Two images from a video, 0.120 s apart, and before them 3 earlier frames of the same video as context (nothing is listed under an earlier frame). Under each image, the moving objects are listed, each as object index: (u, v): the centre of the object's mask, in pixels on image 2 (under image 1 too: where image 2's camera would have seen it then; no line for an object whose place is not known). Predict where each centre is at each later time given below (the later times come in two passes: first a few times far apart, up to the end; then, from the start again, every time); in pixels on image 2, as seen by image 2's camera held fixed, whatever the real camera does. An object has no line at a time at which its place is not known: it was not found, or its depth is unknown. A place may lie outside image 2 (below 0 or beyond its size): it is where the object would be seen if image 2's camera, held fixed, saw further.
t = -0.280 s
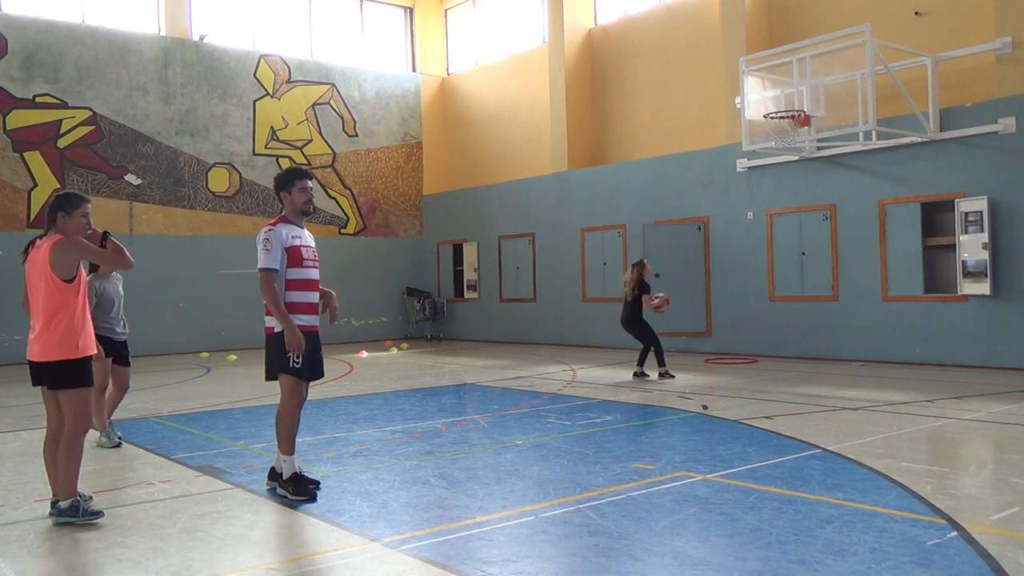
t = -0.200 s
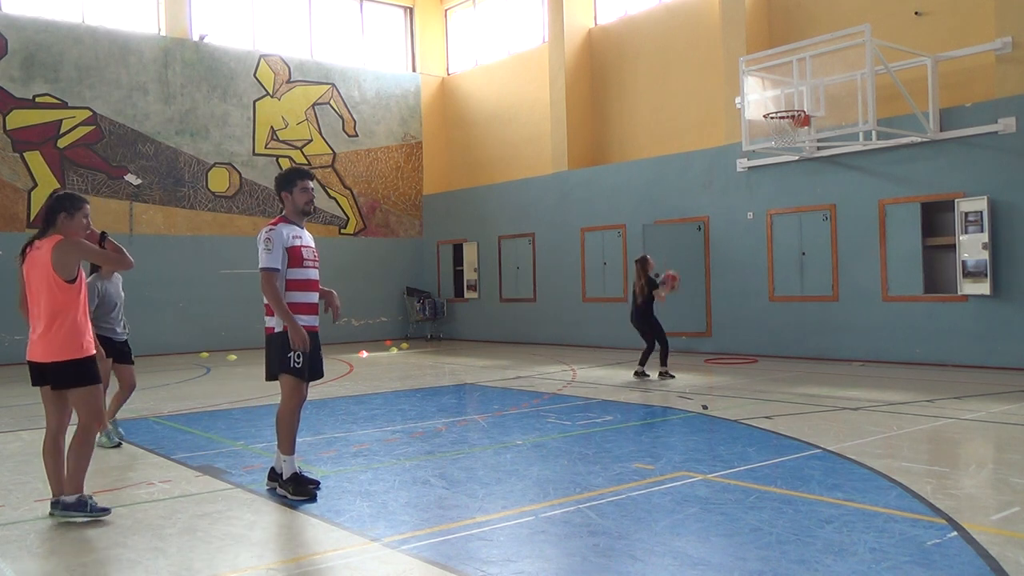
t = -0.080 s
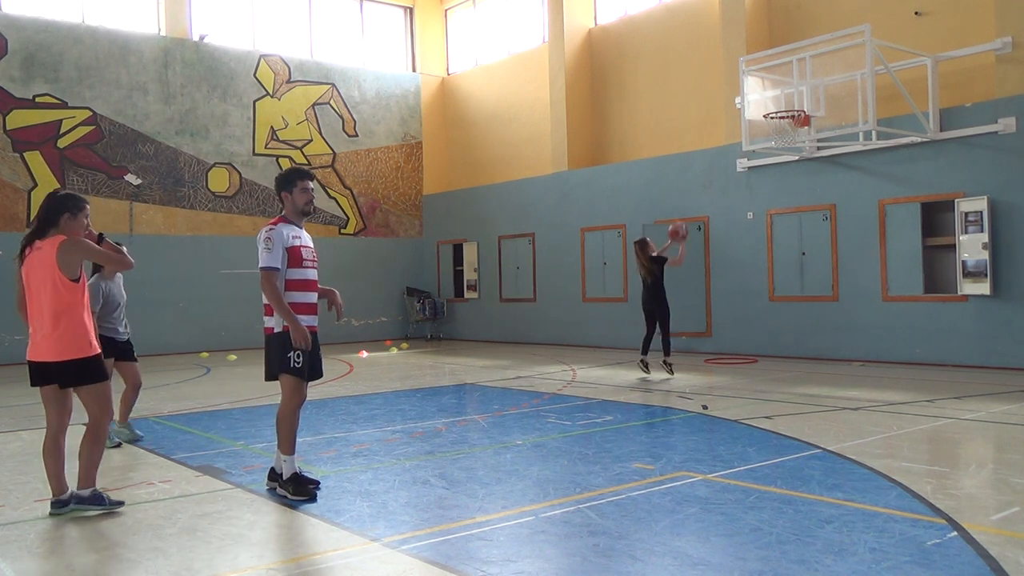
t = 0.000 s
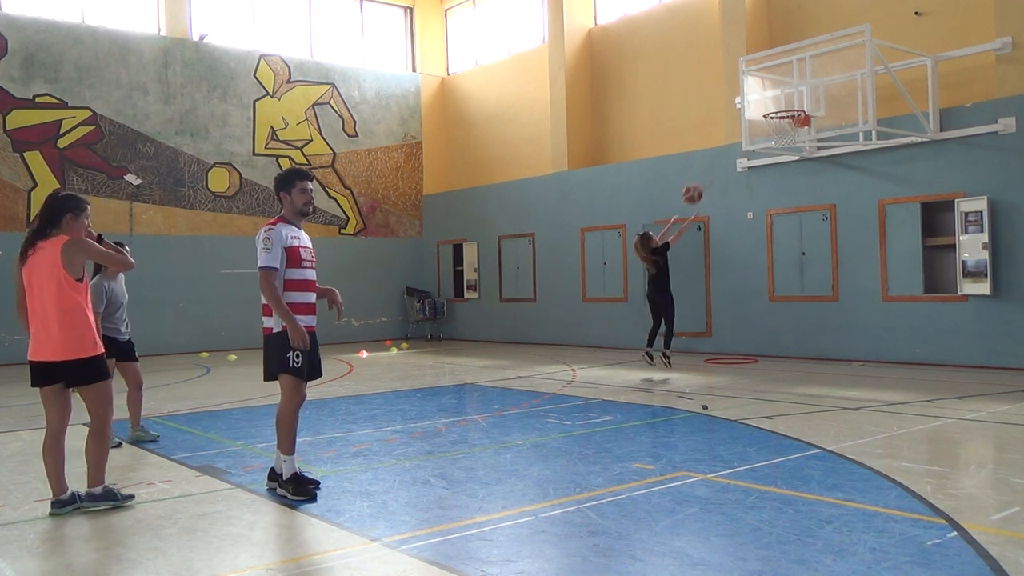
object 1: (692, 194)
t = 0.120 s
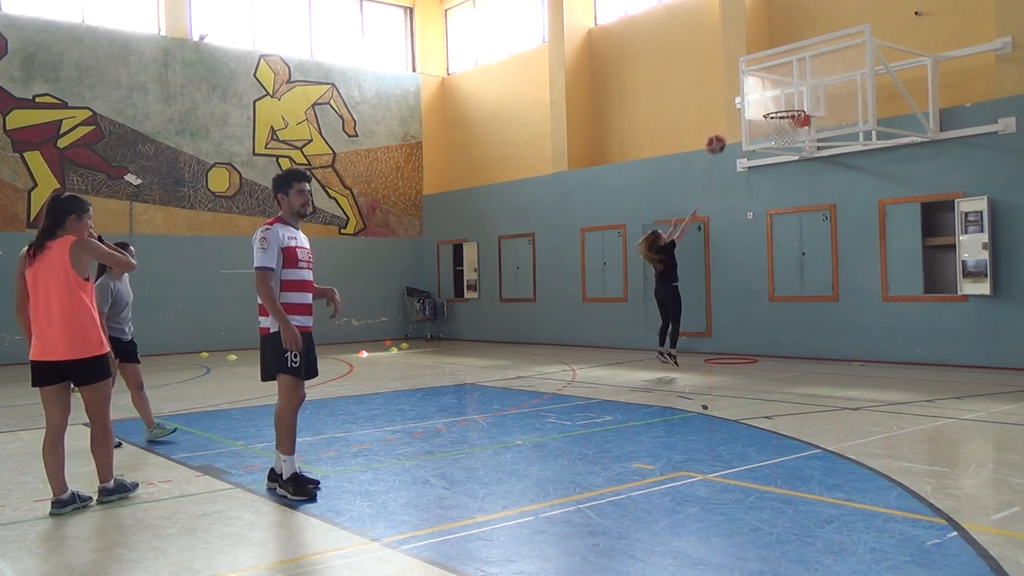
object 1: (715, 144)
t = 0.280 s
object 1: (746, 96)
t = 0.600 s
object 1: (784, 65)
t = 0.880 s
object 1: (776, 105)
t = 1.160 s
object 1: (767, 167)
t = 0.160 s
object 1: (723, 130)
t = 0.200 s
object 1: (731, 117)
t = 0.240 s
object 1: (738, 106)
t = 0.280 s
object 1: (746, 96)
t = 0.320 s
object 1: (753, 87)
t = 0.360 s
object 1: (761, 80)
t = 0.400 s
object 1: (769, 74)
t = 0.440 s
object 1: (777, 68)
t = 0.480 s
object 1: (785, 65)
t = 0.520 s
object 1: (787, 64)
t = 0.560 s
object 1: (785, 64)
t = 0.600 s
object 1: (784, 65)
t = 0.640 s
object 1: (783, 68)
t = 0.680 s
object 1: (782, 73)
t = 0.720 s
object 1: (781, 78)
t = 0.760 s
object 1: (780, 85)
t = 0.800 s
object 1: (778, 94)
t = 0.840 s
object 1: (777, 102)
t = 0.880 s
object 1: (776, 105)
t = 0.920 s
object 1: (774, 110)
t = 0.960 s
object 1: (773, 116)
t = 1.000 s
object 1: (772, 122)
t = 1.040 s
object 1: (770, 131)
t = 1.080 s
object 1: (769, 142)
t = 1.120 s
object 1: (769, 153)
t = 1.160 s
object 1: (767, 167)
